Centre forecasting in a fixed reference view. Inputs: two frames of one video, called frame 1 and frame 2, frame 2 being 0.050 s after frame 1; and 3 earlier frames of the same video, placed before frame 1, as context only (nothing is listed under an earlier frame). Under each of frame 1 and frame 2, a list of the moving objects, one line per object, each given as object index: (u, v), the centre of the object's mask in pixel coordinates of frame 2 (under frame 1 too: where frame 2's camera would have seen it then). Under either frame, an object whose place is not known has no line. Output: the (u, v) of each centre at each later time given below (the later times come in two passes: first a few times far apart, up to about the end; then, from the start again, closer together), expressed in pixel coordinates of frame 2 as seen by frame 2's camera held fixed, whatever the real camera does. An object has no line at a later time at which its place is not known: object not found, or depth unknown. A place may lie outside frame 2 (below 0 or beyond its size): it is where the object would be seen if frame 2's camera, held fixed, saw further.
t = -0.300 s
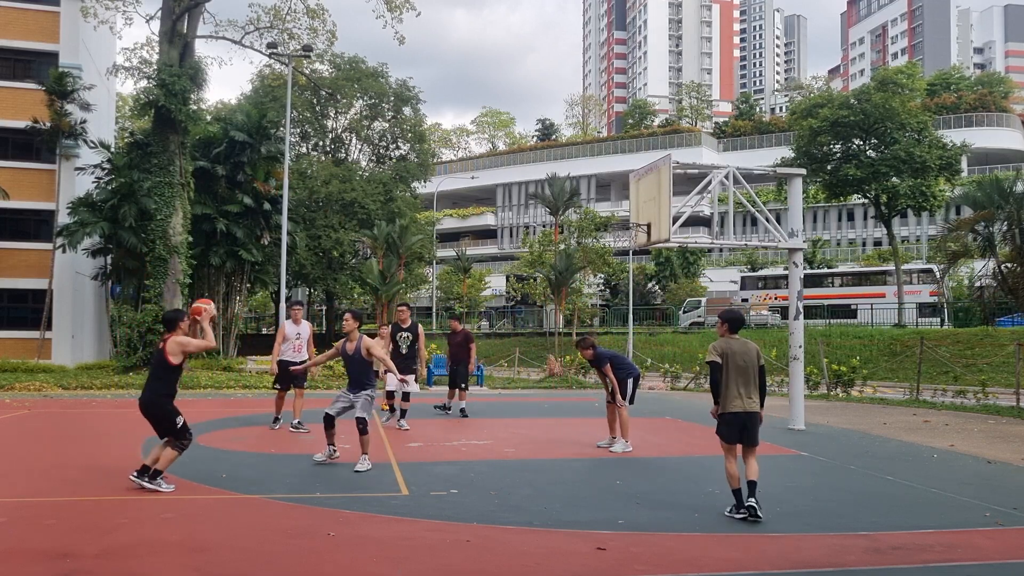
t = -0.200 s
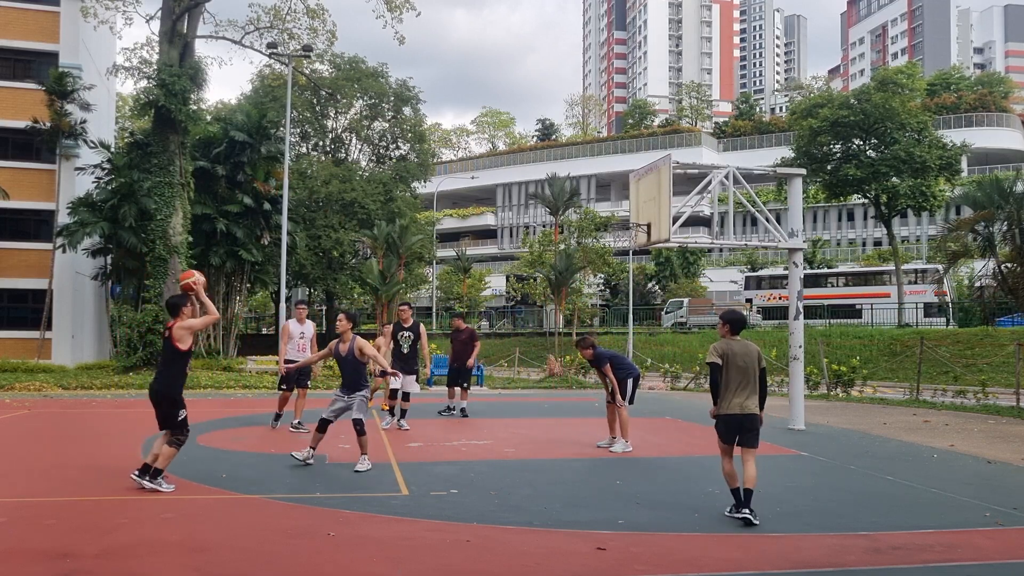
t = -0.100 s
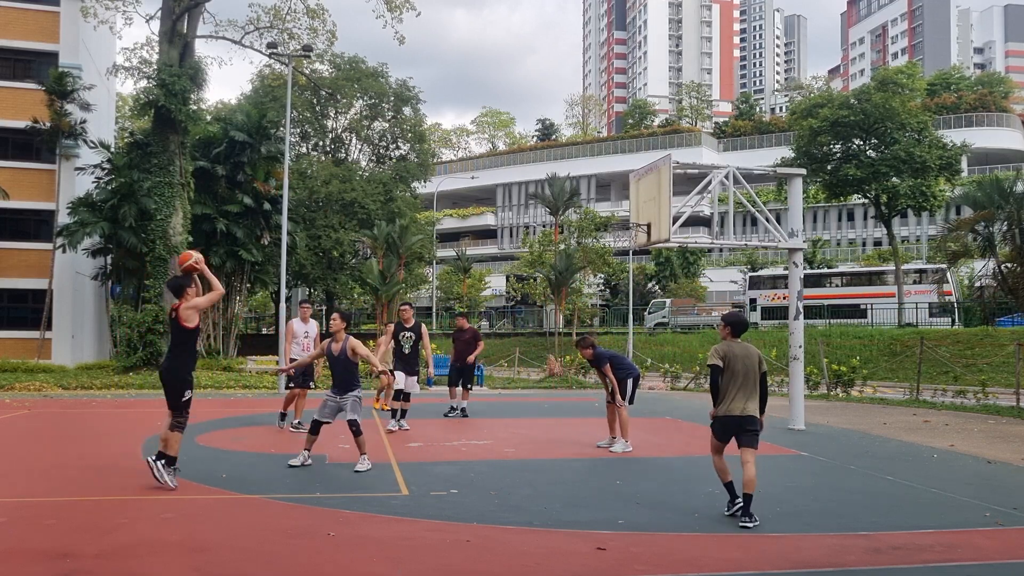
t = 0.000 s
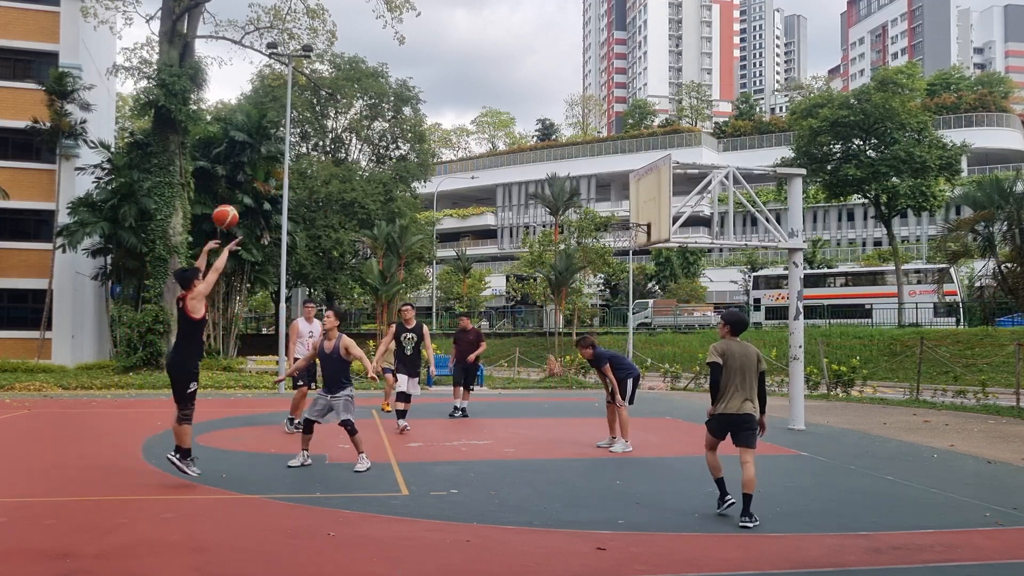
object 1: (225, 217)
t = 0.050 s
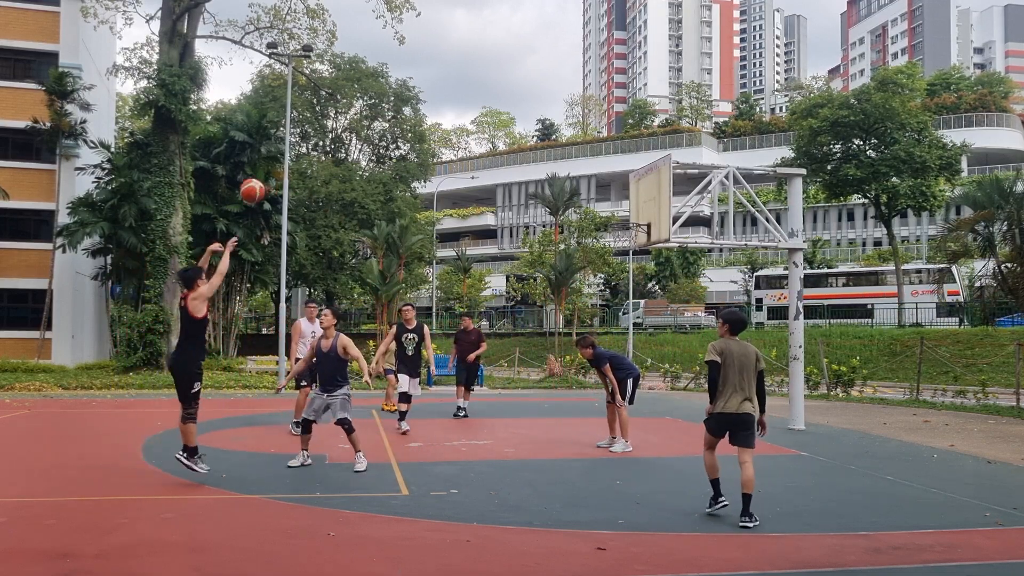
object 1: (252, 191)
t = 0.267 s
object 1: (354, 116)
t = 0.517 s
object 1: (448, 92)
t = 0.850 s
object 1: (547, 133)
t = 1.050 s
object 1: (596, 189)
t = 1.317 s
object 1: (627, 205)
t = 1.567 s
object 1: (631, 187)
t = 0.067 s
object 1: (260, 183)
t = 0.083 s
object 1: (269, 176)
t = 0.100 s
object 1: (277, 168)
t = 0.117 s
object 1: (285, 162)
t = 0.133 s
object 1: (294, 155)
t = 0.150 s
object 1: (302, 149)
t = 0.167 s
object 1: (309, 144)
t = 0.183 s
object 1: (317, 138)
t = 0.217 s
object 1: (332, 128)
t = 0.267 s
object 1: (354, 116)
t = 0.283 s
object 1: (361, 113)
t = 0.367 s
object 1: (394, 99)
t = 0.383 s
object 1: (400, 97)
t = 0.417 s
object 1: (413, 95)
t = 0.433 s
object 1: (419, 94)
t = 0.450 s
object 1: (425, 93)
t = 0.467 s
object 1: (431, 93)
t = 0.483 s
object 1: (437, 92)
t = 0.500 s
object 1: (442, 92)
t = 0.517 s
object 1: (448, 92)
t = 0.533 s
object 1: (454, 92)
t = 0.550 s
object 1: (459, 93)
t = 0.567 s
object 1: (464, 93)
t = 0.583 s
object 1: (470, 94)
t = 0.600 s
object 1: (474, 95)
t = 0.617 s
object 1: (480, 97)
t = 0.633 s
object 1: (485, 98)
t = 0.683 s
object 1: (500, 104)
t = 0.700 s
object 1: (505, 106)
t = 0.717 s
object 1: (510, 108)
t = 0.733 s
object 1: (515, 111)
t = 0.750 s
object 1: (520, 114)
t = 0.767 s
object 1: (525, 116)
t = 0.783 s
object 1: (529, 120)
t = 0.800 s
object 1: (534, 123)
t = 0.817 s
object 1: (538, 126)
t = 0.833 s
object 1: (543, 129)
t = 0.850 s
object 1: (547, 133)
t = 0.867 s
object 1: (551, 137)
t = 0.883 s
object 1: (556, 141)
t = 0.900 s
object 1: (561, 146)
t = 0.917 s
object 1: (564, 150)
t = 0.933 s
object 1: (569, 154)
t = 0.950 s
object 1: (572, 159)
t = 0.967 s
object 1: (576, 164)
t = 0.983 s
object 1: (580, 168)
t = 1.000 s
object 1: (584, 174)
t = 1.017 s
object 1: (588, 179)
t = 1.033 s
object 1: (592, 184)
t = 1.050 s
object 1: (596, 189)
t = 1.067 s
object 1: (600, 195)
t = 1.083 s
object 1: (603, 201)
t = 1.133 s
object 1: (614, 217)
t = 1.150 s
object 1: (616, 217)
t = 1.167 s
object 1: (618, 218)
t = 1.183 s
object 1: (620, 217)
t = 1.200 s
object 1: (624, 221)
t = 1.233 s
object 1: (627, 218)
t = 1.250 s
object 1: (627, 216)
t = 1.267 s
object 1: (627, 213)
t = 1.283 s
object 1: (627, 211)
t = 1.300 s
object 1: (627, 208)
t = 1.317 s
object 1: (627, 205)
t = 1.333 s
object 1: (627, 203)
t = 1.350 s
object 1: (628, 201)
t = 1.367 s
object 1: (628, 198)
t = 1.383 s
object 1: (629, 196)
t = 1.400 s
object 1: (629, 195)
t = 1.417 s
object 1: (629, 193)
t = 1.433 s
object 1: (629, 192)
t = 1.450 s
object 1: (630, 191)
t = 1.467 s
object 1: (629, 190)
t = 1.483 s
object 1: (630, 189)
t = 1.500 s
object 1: (630, 188)
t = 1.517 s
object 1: (630, 188)
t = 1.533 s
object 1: (631, 187)
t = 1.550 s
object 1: (631, 187)
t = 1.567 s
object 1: (631, 187)
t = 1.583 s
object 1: (632, 187)
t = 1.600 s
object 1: (632, 188)
